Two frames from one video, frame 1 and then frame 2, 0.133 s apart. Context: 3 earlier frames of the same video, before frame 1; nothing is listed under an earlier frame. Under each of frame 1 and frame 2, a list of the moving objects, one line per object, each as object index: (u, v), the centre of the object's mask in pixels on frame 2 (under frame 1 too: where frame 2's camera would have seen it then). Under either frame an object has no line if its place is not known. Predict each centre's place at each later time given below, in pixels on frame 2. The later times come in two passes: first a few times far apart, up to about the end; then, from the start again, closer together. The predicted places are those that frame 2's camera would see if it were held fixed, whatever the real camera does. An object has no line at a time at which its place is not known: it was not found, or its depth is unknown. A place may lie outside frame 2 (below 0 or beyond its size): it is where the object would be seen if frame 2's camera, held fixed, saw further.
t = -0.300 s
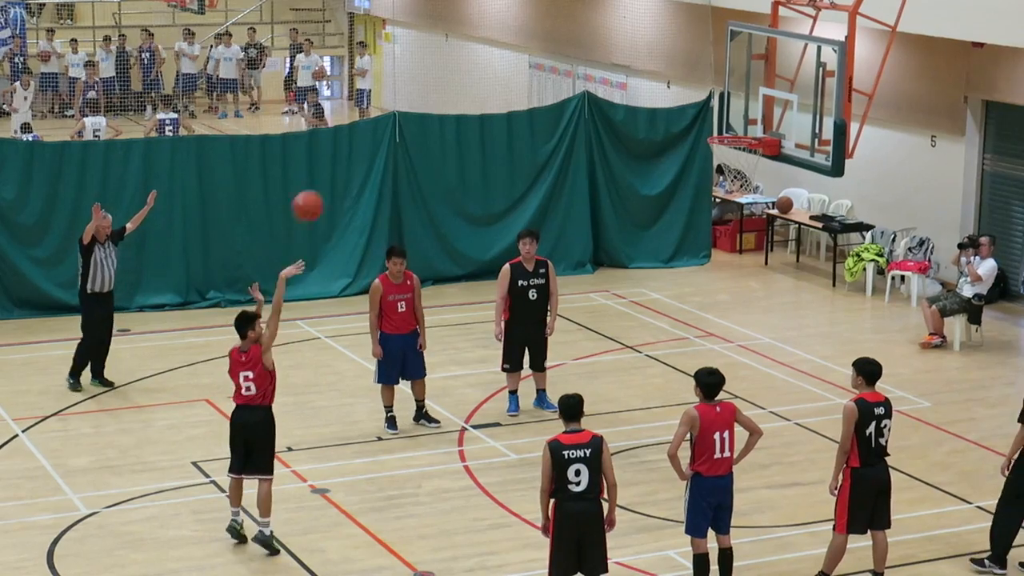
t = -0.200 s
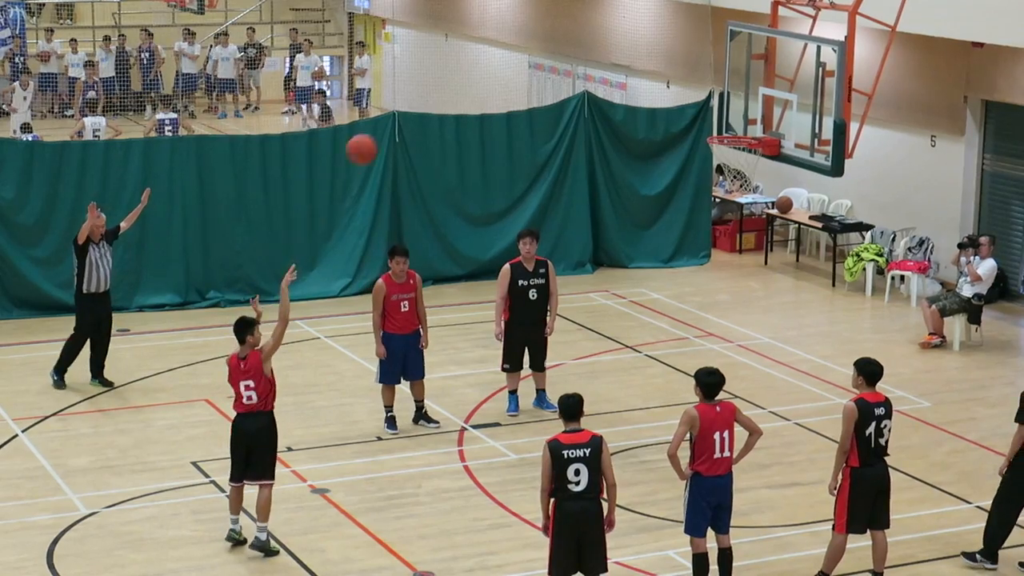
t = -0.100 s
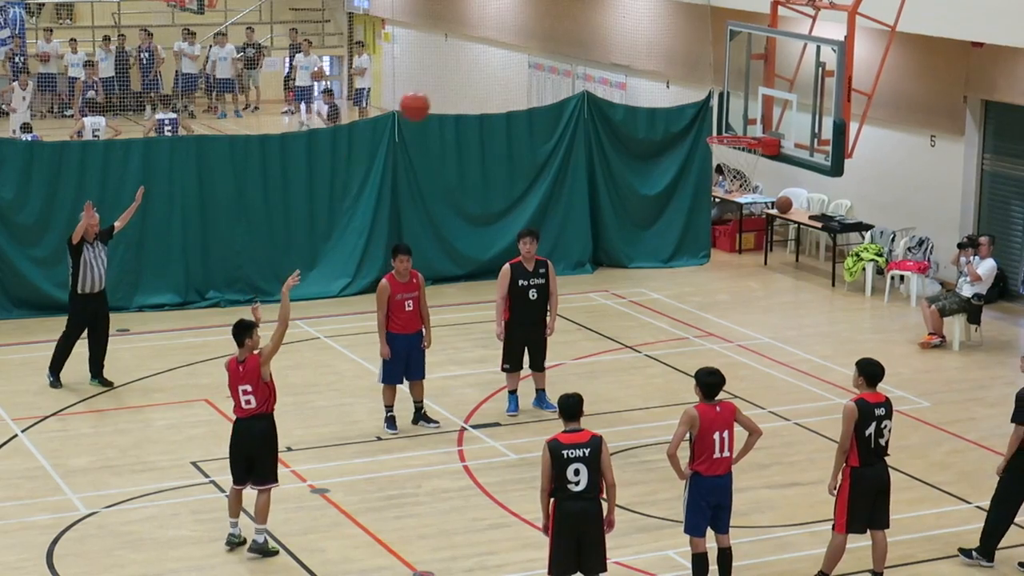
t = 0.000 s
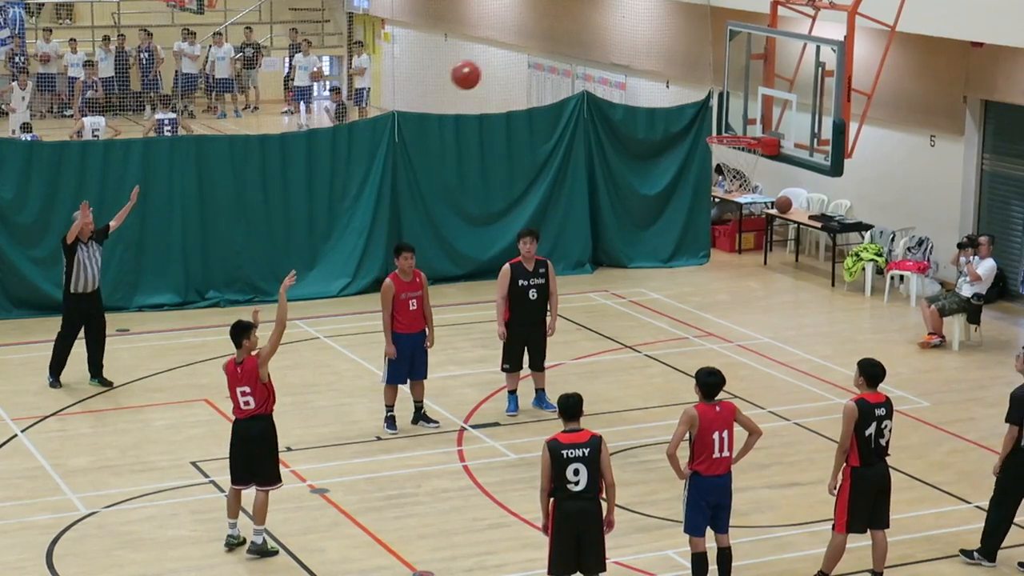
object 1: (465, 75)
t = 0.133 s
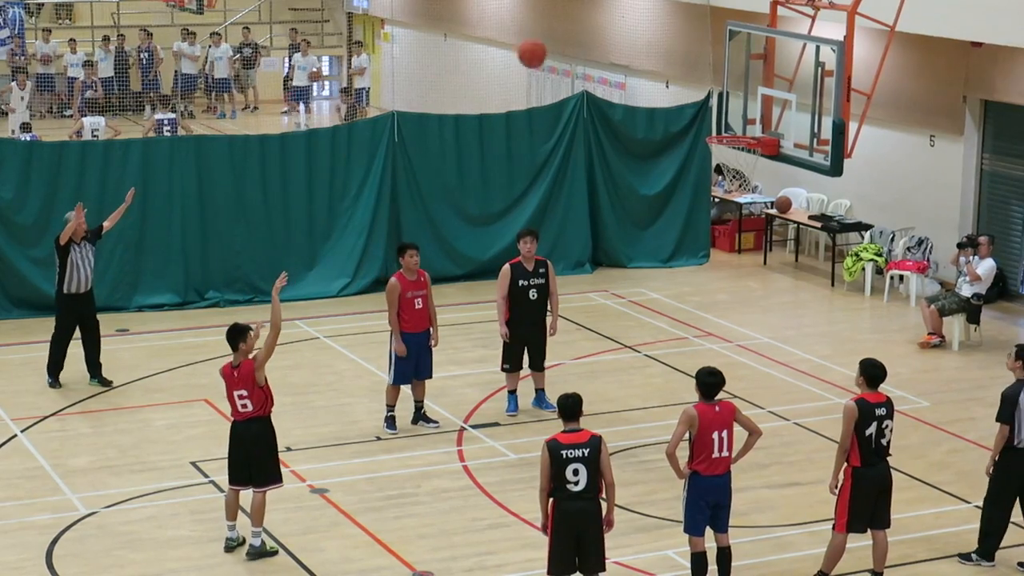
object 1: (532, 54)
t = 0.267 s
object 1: (596, 54)
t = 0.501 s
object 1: (700, 104)
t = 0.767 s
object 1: (715, 164)
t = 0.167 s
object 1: (548, 52)
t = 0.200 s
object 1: (564, 51)
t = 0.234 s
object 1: (580, 52)
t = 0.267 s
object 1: (596, 54)
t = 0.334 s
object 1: (627, 62)
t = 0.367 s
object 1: (642, 68)
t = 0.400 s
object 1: (656, 75)
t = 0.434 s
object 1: (671, 83)
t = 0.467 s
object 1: (686, 93)
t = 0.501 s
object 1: (700, 104)
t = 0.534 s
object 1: (713, 116)
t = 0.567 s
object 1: (728, 128)
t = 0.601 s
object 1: (739, 134)
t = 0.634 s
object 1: (747, 144)
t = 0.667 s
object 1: (740, 151)
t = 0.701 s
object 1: (731, 157)
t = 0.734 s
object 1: (722, 160)
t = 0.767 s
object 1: (715, 164)
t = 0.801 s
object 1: (710, 163)
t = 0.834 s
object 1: (706, 160)
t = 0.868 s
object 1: (705, 158)
